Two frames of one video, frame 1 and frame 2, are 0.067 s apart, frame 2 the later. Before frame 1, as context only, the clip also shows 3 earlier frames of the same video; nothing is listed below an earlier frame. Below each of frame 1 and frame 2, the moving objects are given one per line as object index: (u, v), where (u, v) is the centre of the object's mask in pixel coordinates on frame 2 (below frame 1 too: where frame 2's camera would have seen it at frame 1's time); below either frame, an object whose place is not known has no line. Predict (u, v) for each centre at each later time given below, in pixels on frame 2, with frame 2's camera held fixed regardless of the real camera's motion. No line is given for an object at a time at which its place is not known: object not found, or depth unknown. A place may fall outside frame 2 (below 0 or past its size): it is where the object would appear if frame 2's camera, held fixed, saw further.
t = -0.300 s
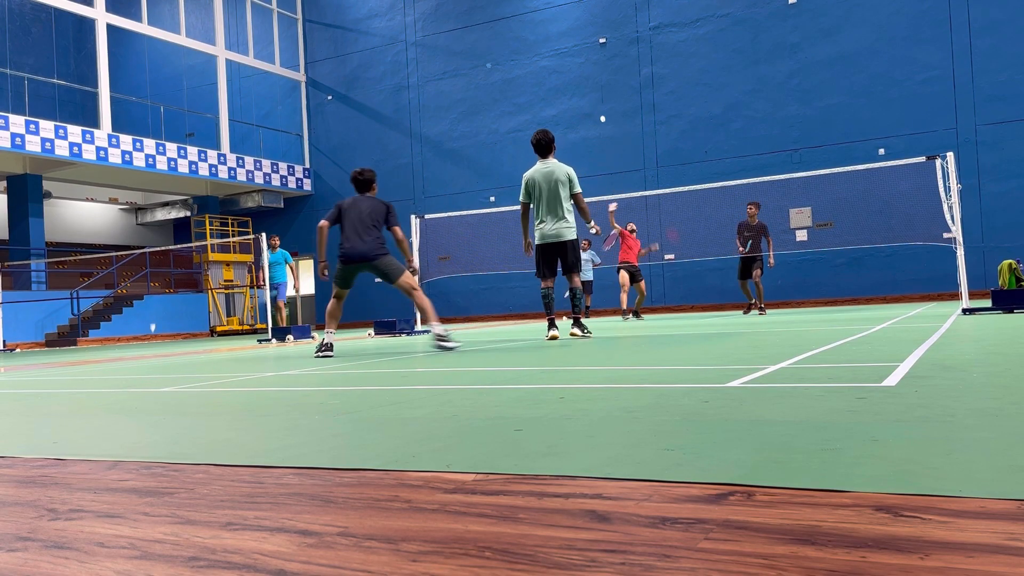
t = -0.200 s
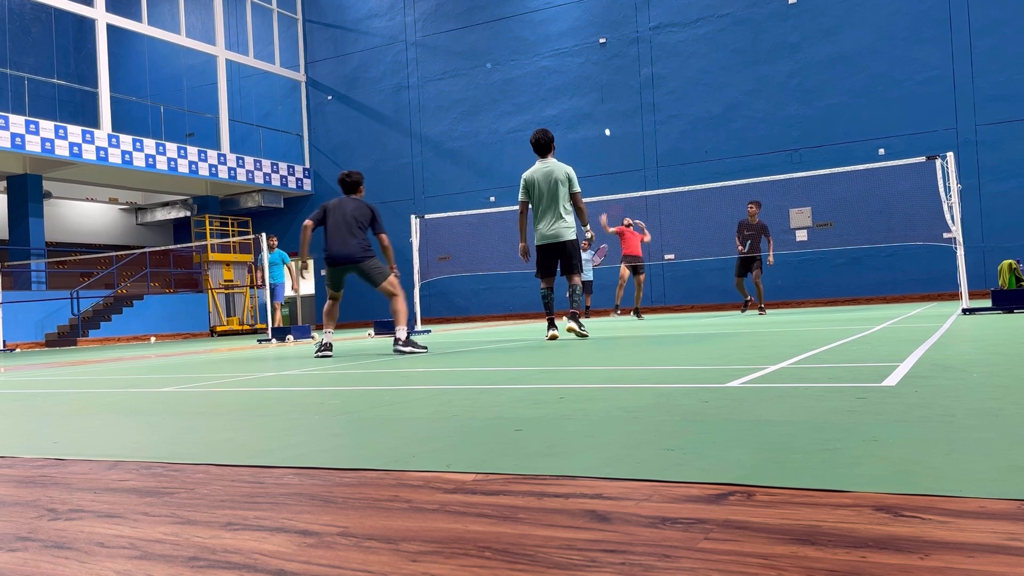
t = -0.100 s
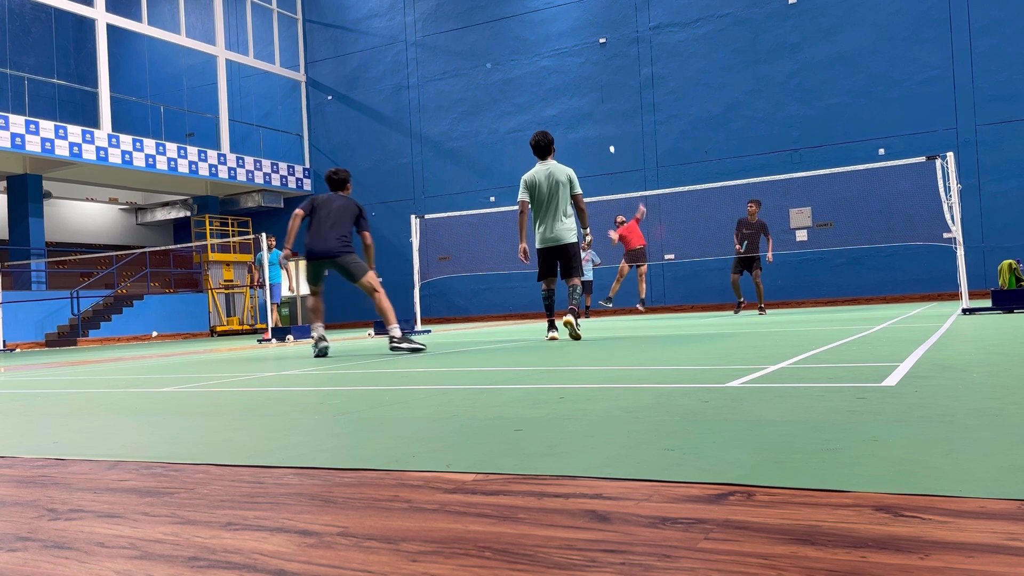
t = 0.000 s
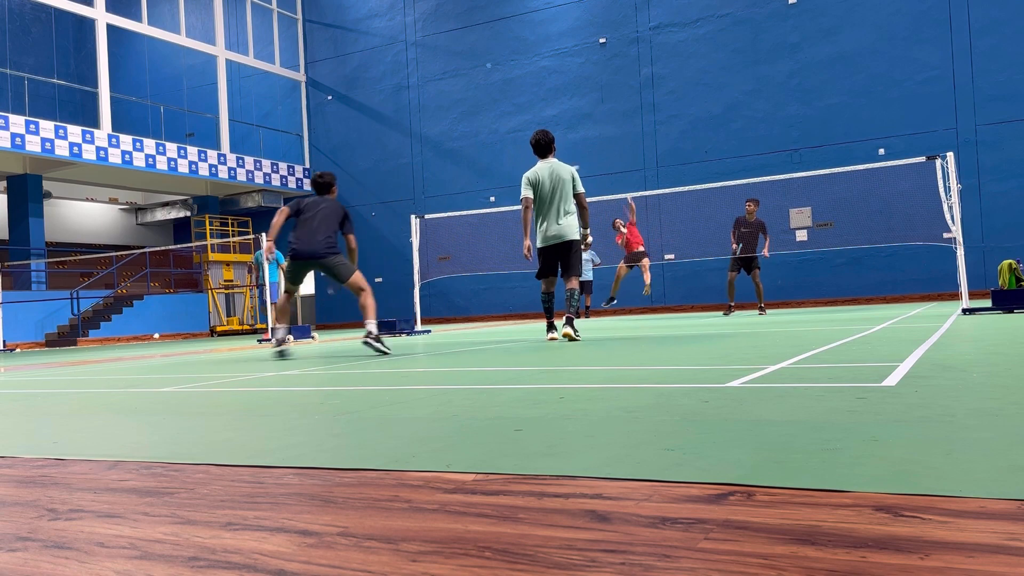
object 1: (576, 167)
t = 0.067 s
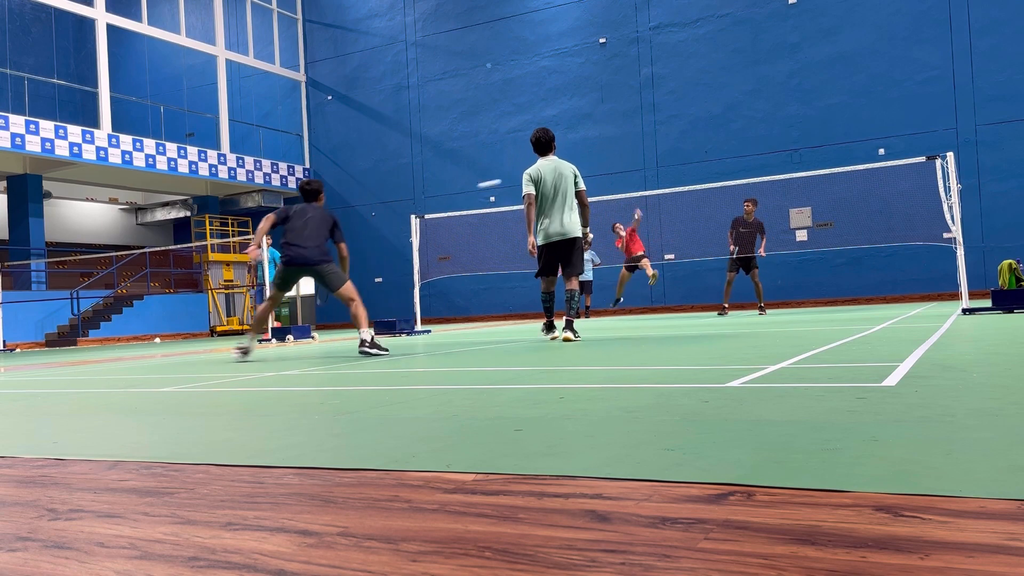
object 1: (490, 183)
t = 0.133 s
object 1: (424, 198)
